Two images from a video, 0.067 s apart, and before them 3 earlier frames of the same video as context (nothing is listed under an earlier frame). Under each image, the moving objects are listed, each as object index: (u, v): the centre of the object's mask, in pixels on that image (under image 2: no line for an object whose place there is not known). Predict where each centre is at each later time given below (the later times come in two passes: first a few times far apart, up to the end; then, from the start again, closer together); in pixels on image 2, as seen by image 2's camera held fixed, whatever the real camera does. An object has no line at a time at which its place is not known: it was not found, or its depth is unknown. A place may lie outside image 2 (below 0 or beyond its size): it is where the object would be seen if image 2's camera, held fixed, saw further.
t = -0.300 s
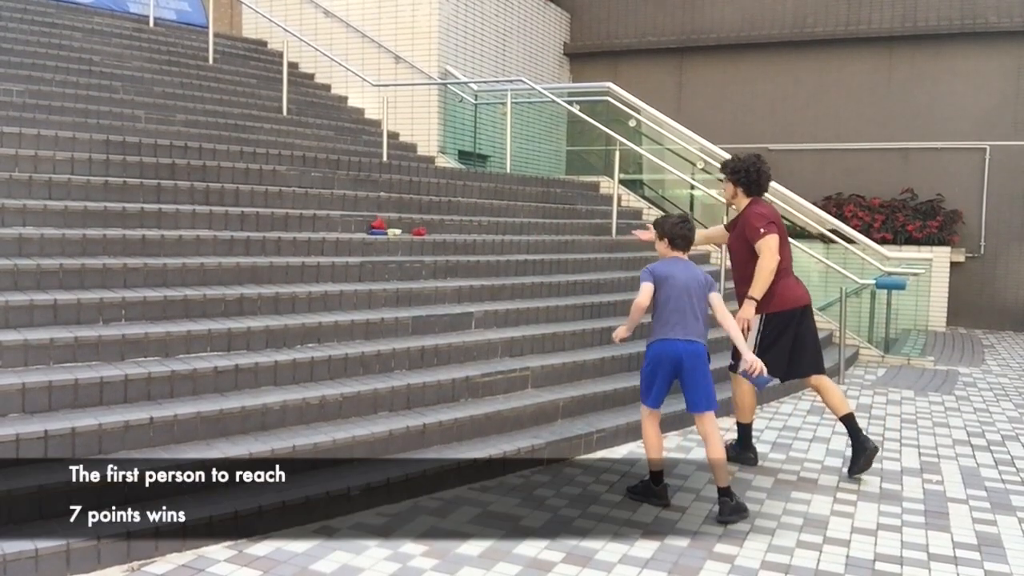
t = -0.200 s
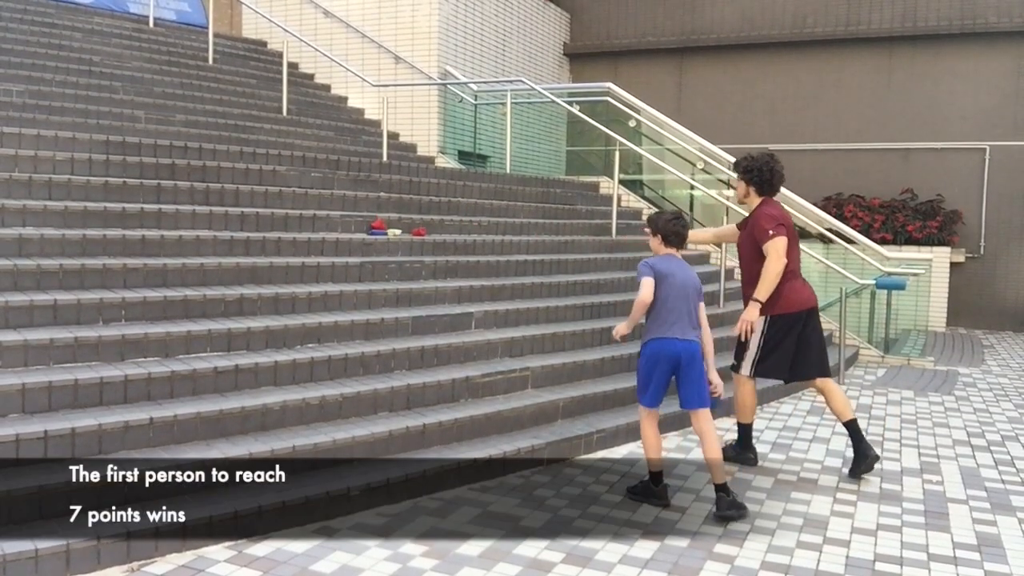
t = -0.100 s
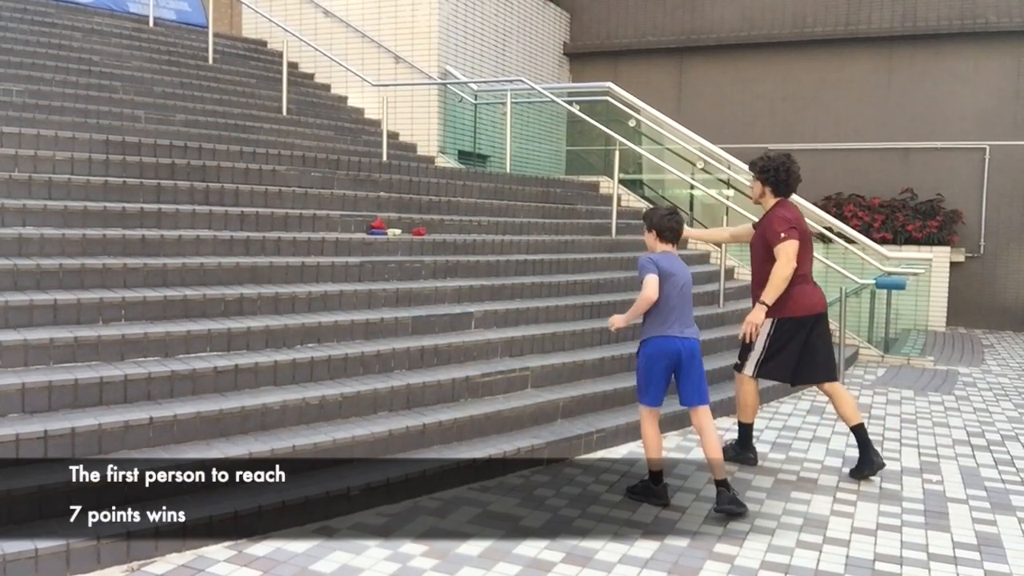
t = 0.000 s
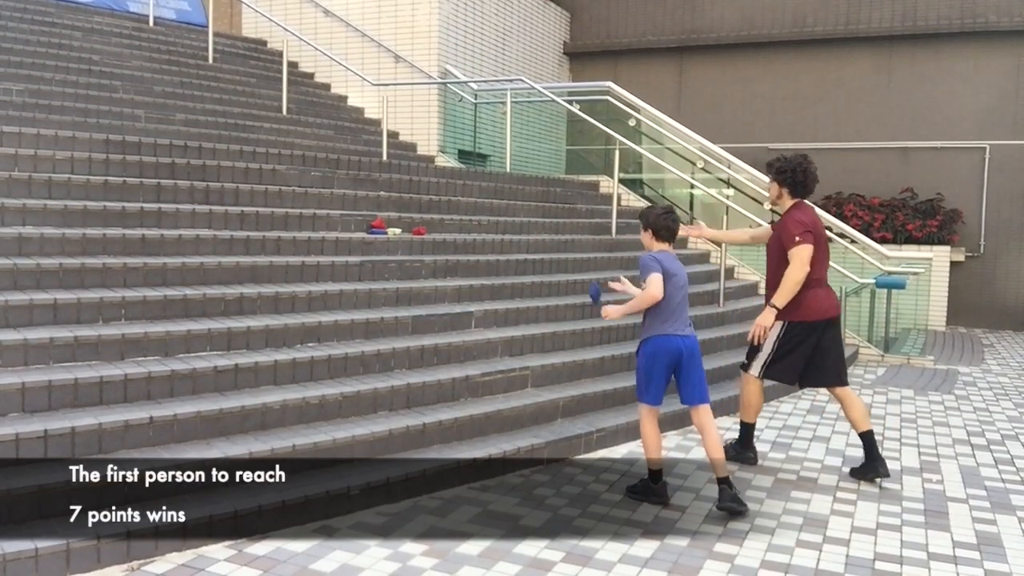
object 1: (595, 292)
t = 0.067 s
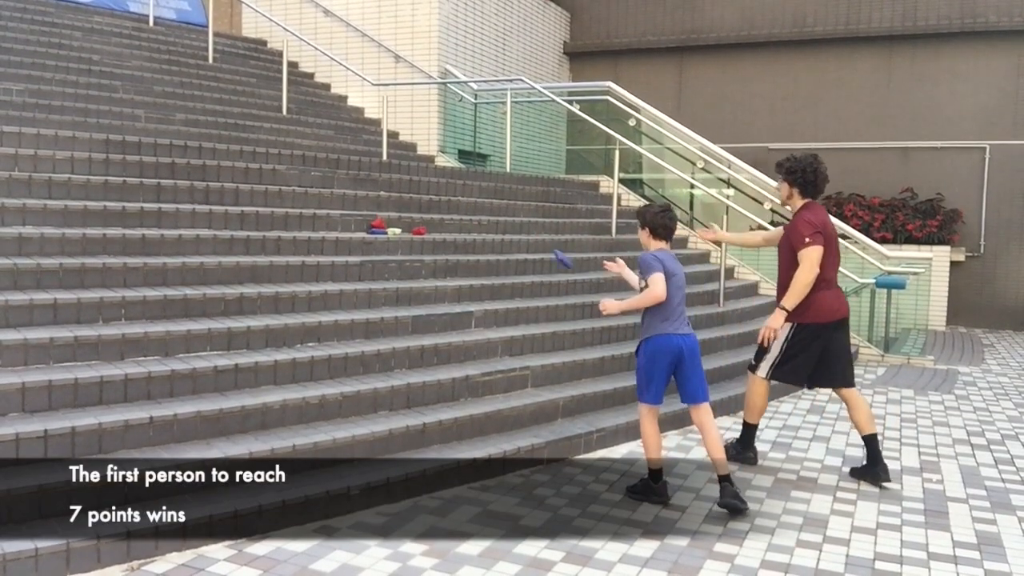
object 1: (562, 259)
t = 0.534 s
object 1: (405, 228)
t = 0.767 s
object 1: (403, 230)
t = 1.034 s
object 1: (405, 231)
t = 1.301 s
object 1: (405, 231)
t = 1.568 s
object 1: (405, 231)
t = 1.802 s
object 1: (405, 231)
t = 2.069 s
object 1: (405, 232)
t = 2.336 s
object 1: (405, 231)
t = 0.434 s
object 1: (424, 229)
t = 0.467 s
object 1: (415, 232)
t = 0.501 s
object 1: (408, 230)
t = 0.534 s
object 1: (405, 228)
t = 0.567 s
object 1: (404, 228)
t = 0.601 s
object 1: (403, 227)
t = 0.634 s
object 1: (402, 227)
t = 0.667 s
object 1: (401, 228)
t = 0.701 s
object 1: (402, 228)
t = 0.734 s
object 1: (402, 229)
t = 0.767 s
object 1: (403, 230)
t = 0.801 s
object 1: (403, 230)
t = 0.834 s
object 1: (403, 230)
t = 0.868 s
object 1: (405, 231)
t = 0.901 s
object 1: (405, 231)
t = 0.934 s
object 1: (405, 231)
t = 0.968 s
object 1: (405, 231)
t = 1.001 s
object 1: (405, 231)
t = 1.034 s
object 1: (405, 231)
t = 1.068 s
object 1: (405, 231)
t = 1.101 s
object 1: (405, 231)
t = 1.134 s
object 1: (405, 231)
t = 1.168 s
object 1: (405, 231)
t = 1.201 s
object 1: (405, 231)
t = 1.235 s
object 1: (405, 231)
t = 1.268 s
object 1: (405, 231)
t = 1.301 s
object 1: (405, 231)
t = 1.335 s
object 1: (405, 231)
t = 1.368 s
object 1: (405, 232)
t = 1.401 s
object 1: (405, 232)
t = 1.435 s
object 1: (405, 231)
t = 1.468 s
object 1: (405, 231)
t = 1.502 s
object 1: (405, 231)
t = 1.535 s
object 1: (405, 231)
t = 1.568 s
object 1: (405, 231)
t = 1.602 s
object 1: (405, 231)
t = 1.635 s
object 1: (405, 231)
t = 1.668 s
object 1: (405, 231)
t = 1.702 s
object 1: (405, 231)
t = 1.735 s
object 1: (405, 231)
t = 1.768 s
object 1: (405, 231)
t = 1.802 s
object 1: (405, 231)
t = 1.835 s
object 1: (405, 231)
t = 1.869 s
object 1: (405, 232)
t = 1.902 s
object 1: (405, 232)
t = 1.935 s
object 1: (405, 232)
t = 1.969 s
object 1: (405, 232)
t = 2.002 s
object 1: (405, 232)
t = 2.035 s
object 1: (405, 232)
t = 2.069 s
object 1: (405, 232)
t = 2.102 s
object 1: (405, 232)
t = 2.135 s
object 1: (405, 231)
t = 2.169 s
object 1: (405, 231)
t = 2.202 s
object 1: (405, 231)
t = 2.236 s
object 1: (405, 232)
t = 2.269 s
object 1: (405, 231)
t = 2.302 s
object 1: (405, 231)
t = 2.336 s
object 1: (405, 231)
